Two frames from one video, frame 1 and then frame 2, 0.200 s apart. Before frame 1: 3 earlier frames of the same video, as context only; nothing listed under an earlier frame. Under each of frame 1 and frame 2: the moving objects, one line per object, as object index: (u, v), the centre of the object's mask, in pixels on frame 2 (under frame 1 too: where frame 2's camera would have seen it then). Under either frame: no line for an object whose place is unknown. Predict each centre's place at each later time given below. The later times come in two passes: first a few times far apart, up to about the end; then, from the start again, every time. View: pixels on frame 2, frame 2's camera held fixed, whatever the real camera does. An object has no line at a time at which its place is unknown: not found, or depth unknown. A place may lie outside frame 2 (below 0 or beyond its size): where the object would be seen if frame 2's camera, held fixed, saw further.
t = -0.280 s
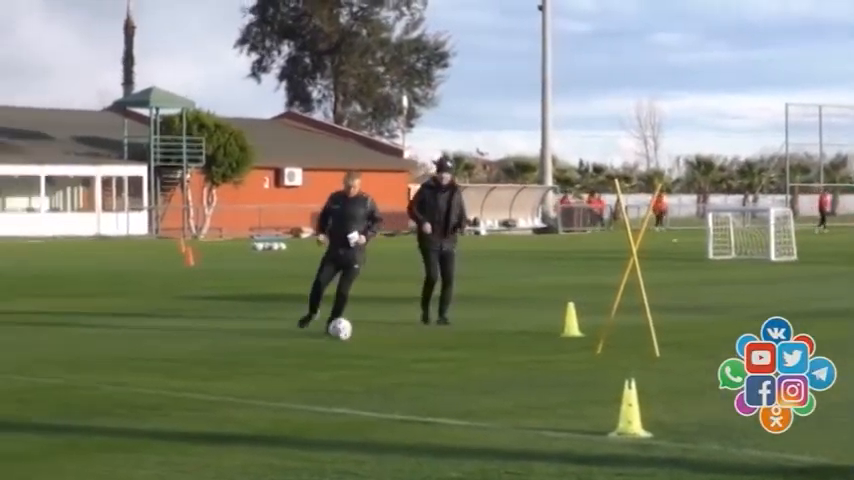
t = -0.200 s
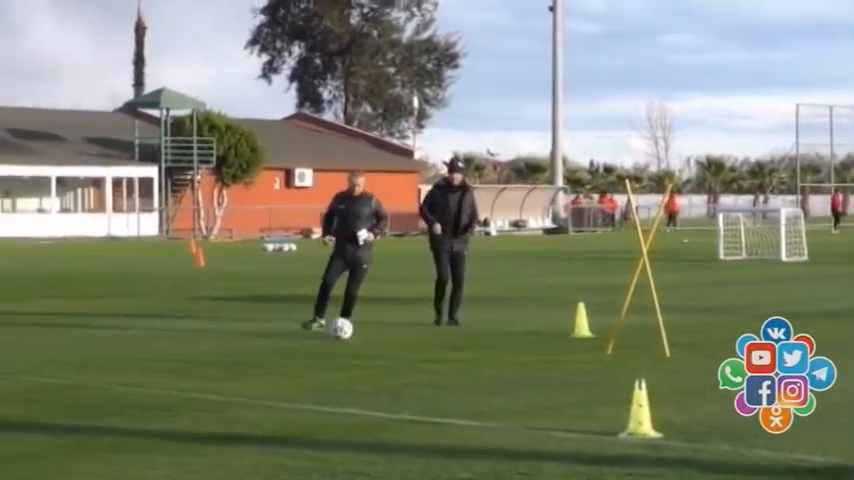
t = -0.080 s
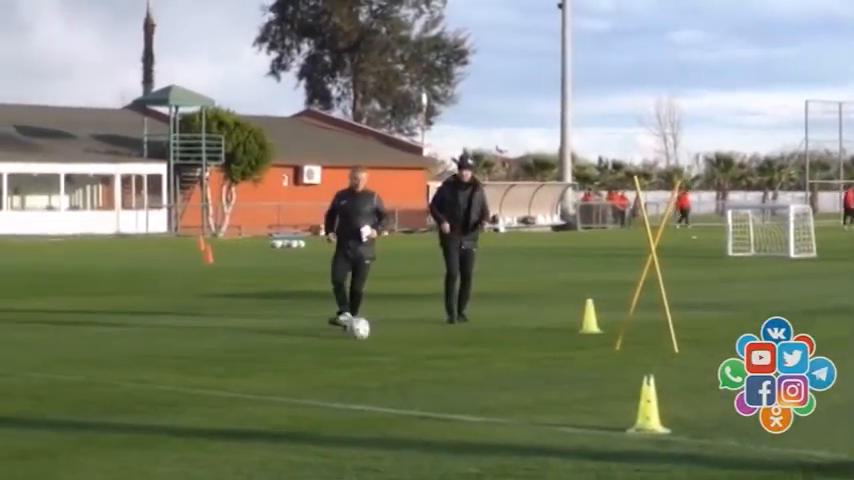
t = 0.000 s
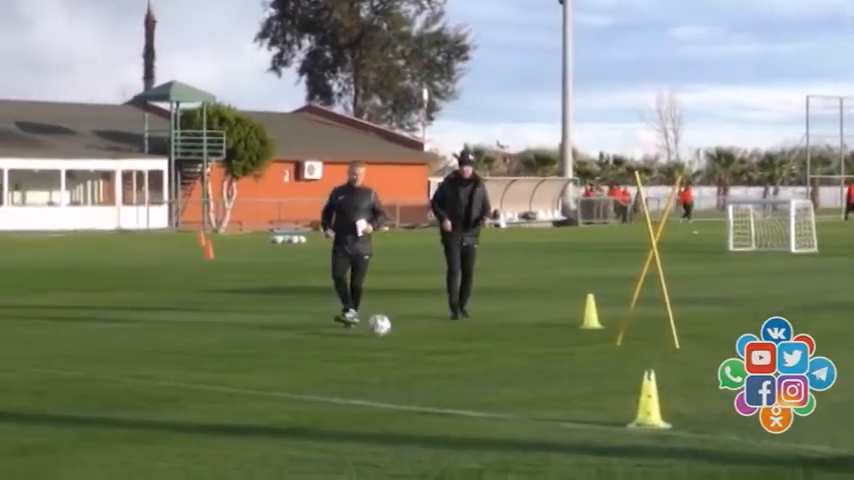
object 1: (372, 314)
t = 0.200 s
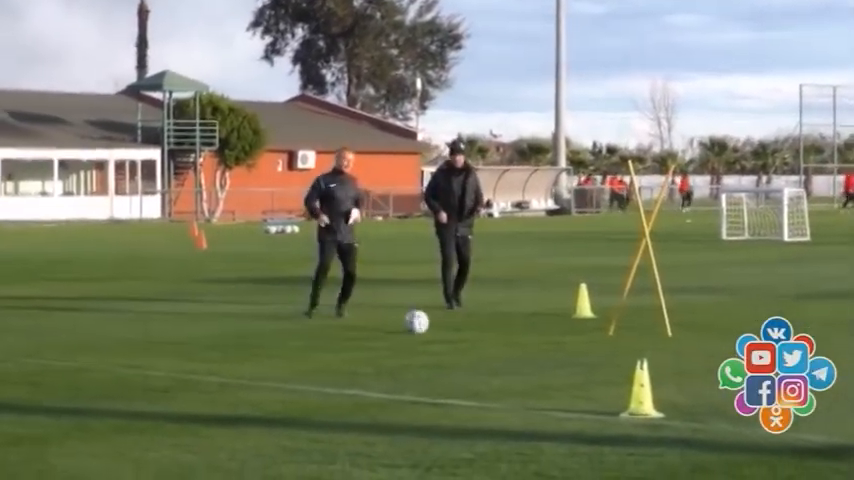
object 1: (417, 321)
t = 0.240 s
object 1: (424, 322)
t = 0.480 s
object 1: (471, 328)
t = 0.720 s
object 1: (519, 335)
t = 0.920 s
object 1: (558, 340)
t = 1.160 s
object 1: (608, 346)
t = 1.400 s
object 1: (661, 353)
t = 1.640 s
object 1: (715, 359)
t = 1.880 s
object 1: (770, 365)
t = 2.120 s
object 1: (825, 372)
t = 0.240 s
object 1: (424, 322)
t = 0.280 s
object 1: (431, 323)
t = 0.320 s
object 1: (440, 324)
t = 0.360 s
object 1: (447, 326)
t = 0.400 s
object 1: (455, 326)
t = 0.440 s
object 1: (463, 327)
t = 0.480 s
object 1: (471, 328)
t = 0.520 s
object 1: (480, 329)
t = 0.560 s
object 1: (487, 331)
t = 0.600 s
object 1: (495, 332)
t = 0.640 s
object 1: (502, 333)
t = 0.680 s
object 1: (510, 334)
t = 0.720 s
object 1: (519, 335)
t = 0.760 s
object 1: (527, 336)
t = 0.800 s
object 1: (534, 336)
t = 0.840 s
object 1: (542, 337)
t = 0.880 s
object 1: (551, 339)
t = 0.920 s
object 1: (558, 340)
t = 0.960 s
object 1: (566, 340)
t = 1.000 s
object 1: (575, 342)
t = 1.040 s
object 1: (583, 343)
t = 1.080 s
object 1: (591, 344)
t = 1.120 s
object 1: (599, 345)
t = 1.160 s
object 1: (608, 346)
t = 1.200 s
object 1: (617, 347)
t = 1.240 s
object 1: (626, 348)
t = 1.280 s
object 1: (634, 349)
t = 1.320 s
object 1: (644, 349)
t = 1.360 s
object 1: (653, 351)
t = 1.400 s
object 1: (661, 353)
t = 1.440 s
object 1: (670, 354)
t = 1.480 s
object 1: (679, 355)
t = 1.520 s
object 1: (688, 356)
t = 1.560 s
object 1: (697, 356)
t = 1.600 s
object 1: (706, 357)
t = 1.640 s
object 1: (715, 359)
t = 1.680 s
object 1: (724, 360)
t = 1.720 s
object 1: (733, 361)
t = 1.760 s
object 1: (742, 362)
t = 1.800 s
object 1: (751, 364)
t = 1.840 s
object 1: (760, 364)
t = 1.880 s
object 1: (770, 365)
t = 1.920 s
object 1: (779, 366)
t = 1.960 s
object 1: (788, 368)
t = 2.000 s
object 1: (798, 369)
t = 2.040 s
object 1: (807, 370)
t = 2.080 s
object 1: (816, 371)
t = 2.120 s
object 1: (825, 372)
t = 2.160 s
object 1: (834, 374)
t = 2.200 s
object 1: (843, 375)
